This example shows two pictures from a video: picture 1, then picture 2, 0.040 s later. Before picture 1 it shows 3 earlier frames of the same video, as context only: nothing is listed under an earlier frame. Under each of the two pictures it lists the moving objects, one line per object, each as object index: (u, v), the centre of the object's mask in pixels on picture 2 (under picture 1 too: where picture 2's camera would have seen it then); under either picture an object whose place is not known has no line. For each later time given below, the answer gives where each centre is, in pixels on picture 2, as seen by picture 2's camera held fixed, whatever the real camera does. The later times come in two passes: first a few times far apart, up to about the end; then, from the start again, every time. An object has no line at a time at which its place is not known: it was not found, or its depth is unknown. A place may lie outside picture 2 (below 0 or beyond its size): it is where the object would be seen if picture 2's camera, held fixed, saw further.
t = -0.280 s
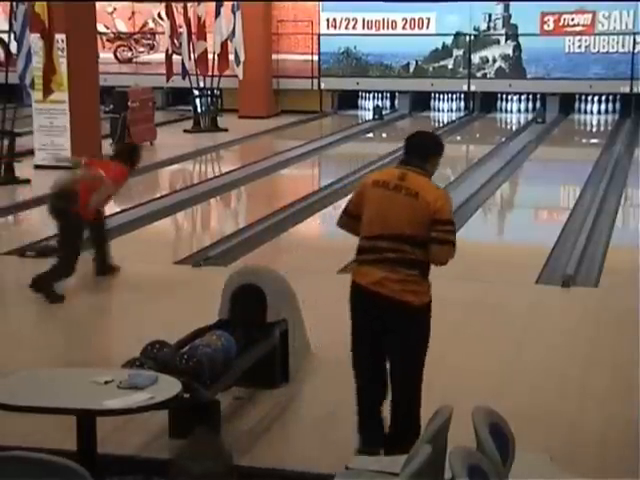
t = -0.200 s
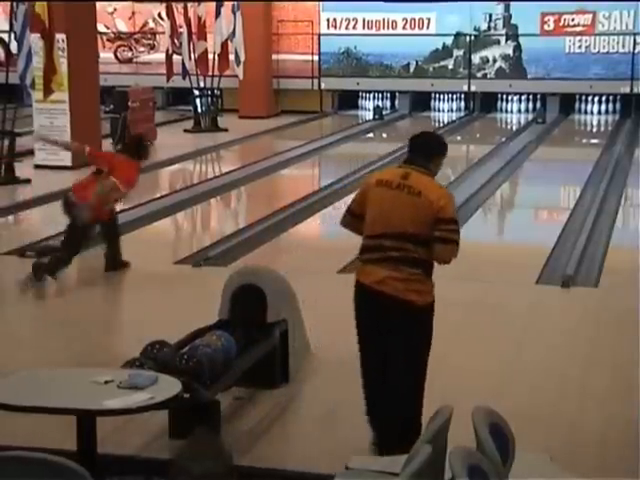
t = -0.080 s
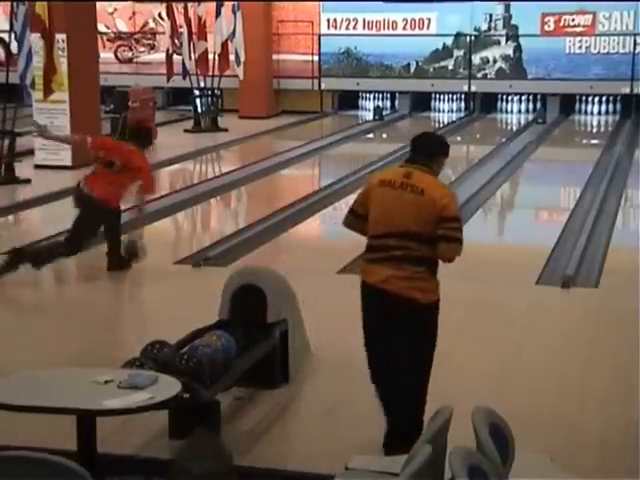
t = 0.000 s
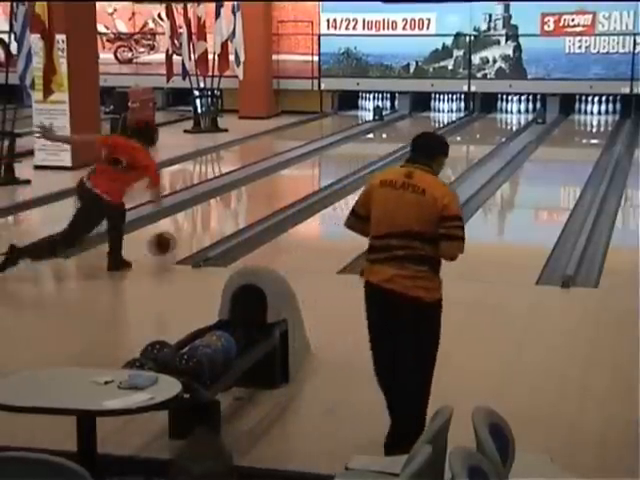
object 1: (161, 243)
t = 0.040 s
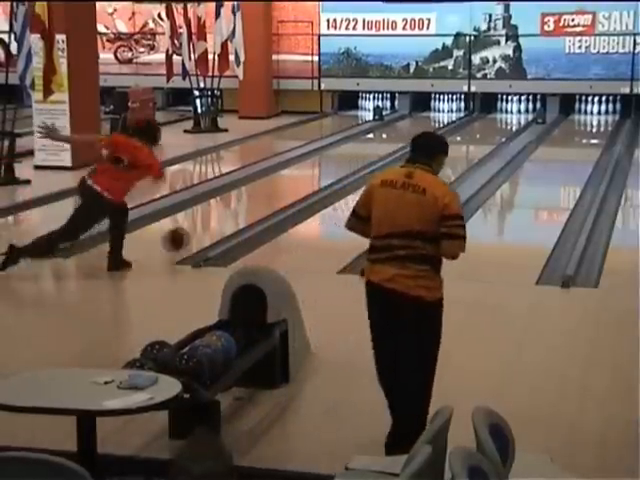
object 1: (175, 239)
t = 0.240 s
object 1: (235, 213)
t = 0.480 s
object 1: (290, 189)
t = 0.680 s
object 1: (325, 172)
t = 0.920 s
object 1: (360, 157)
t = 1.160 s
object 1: (386, 144)
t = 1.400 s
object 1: (408, 134)
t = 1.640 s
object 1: (425, 125)
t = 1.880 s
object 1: (436, 118)
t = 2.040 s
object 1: (443, 113)
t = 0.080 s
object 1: (188, 234)
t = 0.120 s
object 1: (201, 228)
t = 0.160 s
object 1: (213, 223)
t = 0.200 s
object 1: (225, 217)
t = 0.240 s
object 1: (235, 213)
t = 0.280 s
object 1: (245, 208)
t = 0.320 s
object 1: (255, 204)
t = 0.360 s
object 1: (264, 200)
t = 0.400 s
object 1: (272, 196)
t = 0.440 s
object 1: (282, 193)
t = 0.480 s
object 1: (290, 189)
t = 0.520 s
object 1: (297, 185)
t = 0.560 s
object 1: (305, 182)
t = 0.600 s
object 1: (312, 179)
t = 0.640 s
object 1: (318, 176)
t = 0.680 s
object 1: (325, 172)
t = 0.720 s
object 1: (332, 170)
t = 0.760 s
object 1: (337, 168)
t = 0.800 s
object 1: (343, 165)
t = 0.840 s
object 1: (349, 162)
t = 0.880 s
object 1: (354, 160)
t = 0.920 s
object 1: (360, 157)
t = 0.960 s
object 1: (365, 155)
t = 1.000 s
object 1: (369, 153)
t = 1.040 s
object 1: (374, 151)
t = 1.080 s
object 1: (378, 149)
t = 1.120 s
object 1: (382, 146)
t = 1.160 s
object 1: (386, 144)
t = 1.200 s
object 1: (390, 142)
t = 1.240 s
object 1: (394, 141)
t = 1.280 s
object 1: (398, 139)
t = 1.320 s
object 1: (401, 137)
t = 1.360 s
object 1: (405, 136)
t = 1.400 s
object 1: (408, 134)
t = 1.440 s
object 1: (411, 132)
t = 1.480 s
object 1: (413, 131)
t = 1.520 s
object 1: (416, 129)
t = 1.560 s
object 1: (419, 128)
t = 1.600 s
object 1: (423, 126)
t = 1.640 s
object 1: (425, 125)
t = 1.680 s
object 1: (427, 124)
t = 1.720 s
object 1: (429, 122)
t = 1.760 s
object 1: (430, 121)
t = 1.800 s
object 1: (432, 120)
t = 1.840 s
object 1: (434, 119)
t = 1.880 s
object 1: (436, 118)
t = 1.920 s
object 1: (437, 117)
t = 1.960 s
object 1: (439, 116)
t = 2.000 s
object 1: (441, 115)
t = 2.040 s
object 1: (443, 113)
